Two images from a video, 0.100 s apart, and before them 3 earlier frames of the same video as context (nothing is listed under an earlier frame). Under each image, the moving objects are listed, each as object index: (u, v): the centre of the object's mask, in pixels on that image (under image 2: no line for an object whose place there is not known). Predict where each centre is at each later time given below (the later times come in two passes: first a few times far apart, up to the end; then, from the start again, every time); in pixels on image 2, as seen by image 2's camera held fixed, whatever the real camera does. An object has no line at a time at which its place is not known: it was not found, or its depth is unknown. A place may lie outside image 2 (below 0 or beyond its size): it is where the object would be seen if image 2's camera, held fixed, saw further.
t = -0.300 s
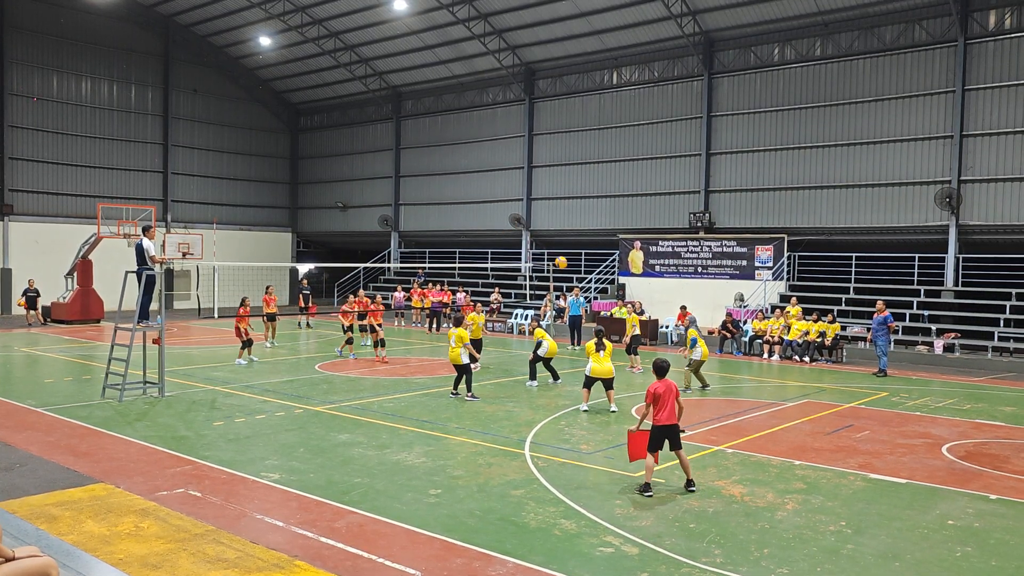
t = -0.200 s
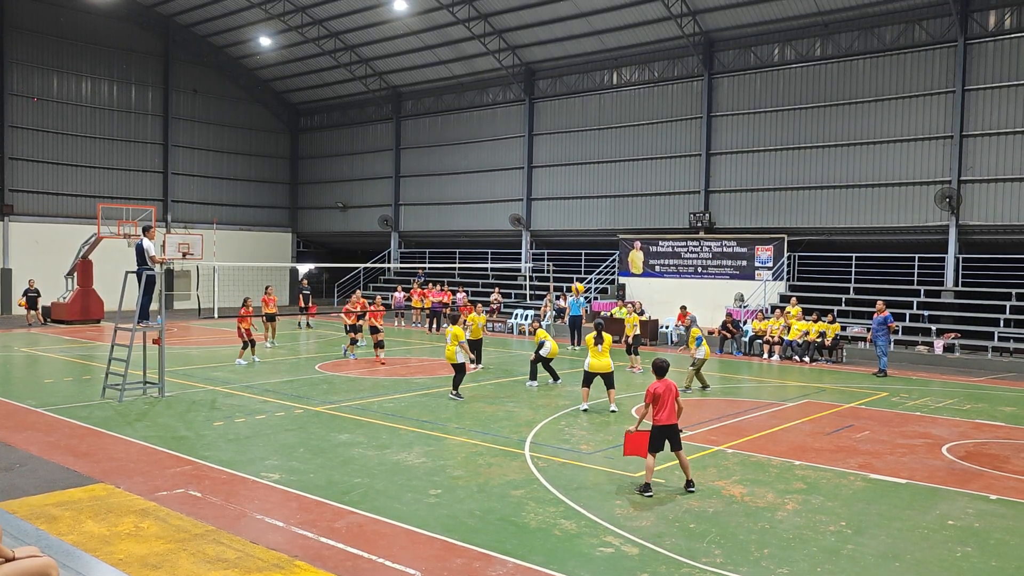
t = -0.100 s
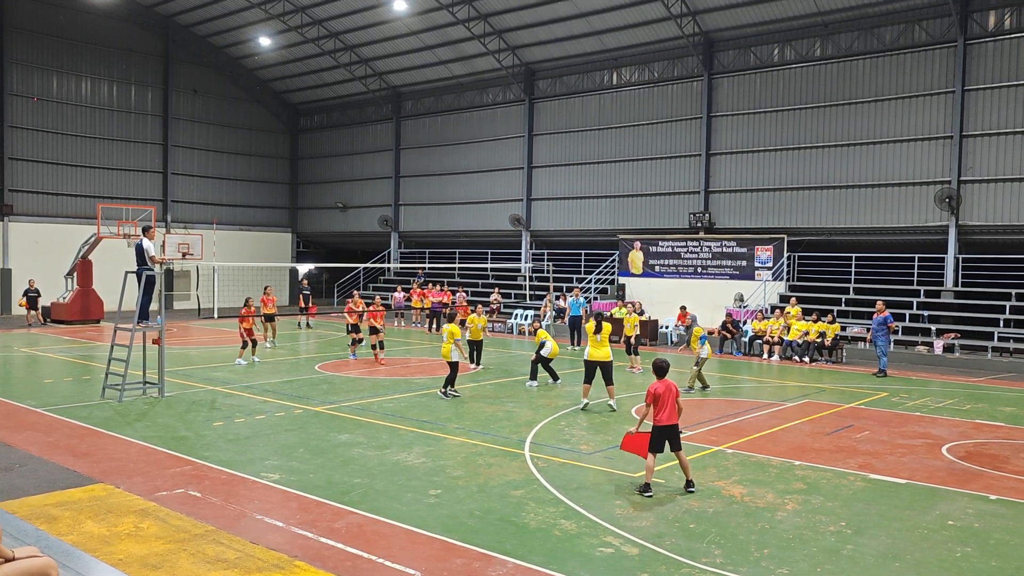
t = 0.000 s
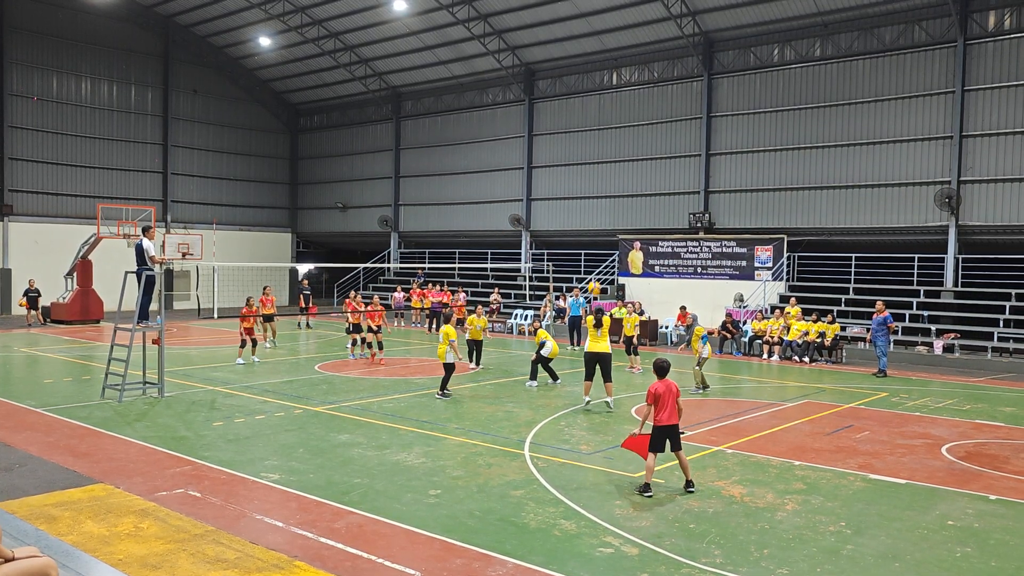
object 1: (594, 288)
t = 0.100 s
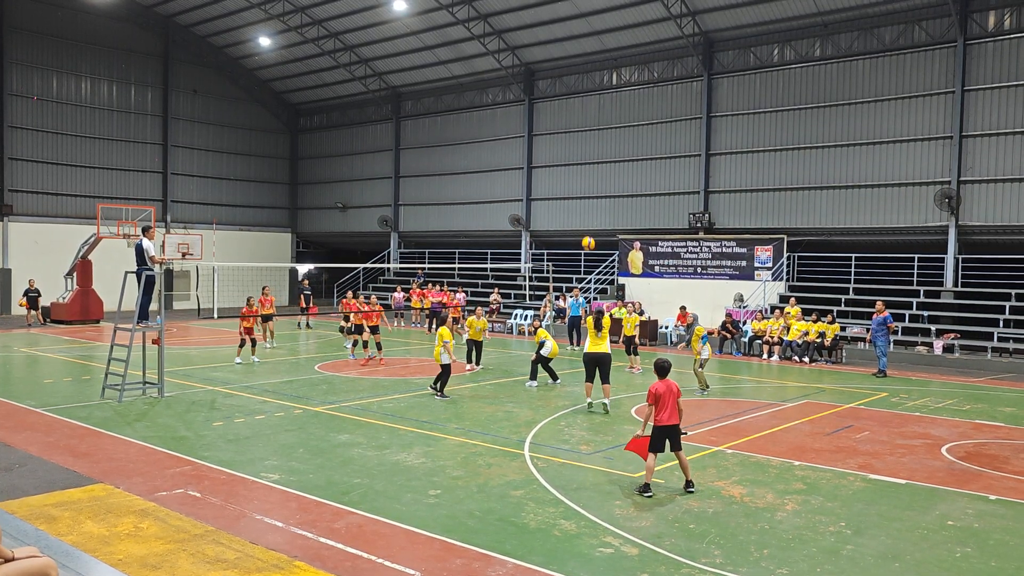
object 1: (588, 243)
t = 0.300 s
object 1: (578, 176)
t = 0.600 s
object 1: (563, 121)
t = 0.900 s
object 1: (548, 118)
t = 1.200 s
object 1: (534, 162)
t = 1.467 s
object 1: (522, 233)
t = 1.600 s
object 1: (516, 279)
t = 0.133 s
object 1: (586, 230)
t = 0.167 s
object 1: (584, 217)
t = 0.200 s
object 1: (583, 206)
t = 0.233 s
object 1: (581, 195)
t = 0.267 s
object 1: (579, 185)
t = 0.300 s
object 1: (578, 176)
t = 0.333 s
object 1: (576, 167)
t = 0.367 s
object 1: (574, 159)
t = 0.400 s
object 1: (573, 151)
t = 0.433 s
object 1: (571, 145)
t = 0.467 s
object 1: (569, 138)
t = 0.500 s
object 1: (568, 133)
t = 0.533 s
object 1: (566, 128)
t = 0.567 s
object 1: (564, 124)
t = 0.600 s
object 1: (563, 121)
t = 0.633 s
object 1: (561, 119)
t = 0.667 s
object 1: (560, 116)
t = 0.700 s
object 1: (558, 115)
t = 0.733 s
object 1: (556, 114)
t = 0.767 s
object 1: (555, 114)
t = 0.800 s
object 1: (553, 114)
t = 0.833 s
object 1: (552, 115)
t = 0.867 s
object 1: (550, 116)
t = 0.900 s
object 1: (548, 118)
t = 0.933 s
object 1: (547, 121)
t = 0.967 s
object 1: (545, 124)
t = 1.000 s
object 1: (543, 128)
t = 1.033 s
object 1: (542, 132)
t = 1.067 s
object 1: (540, 137)
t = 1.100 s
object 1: (539, 142)
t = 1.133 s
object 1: (537, 148)
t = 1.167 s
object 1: (535, 155)
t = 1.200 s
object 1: (534, 162)
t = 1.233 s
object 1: (532, 169)
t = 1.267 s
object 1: (531, 177)
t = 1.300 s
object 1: (529, 185)
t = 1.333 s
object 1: (528, 194)
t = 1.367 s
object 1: (526, 203)
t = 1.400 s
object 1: (525, 213)
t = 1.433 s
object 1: (523, 223)
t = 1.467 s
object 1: (522, 233)
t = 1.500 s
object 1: (520, 244)
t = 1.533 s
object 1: (518, 255)
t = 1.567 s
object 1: (517, 267)
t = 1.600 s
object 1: (516, 279)
